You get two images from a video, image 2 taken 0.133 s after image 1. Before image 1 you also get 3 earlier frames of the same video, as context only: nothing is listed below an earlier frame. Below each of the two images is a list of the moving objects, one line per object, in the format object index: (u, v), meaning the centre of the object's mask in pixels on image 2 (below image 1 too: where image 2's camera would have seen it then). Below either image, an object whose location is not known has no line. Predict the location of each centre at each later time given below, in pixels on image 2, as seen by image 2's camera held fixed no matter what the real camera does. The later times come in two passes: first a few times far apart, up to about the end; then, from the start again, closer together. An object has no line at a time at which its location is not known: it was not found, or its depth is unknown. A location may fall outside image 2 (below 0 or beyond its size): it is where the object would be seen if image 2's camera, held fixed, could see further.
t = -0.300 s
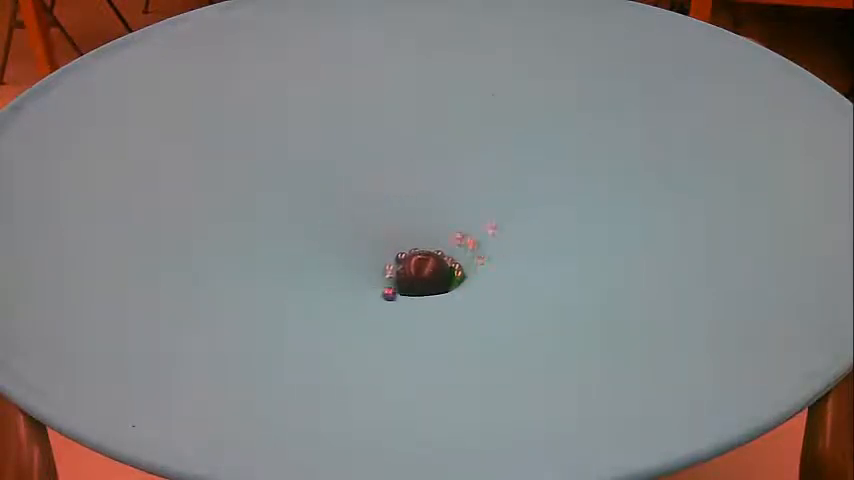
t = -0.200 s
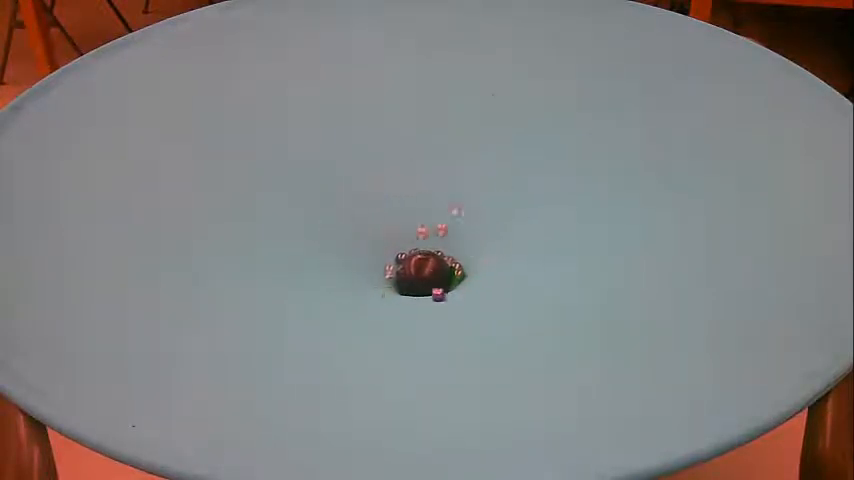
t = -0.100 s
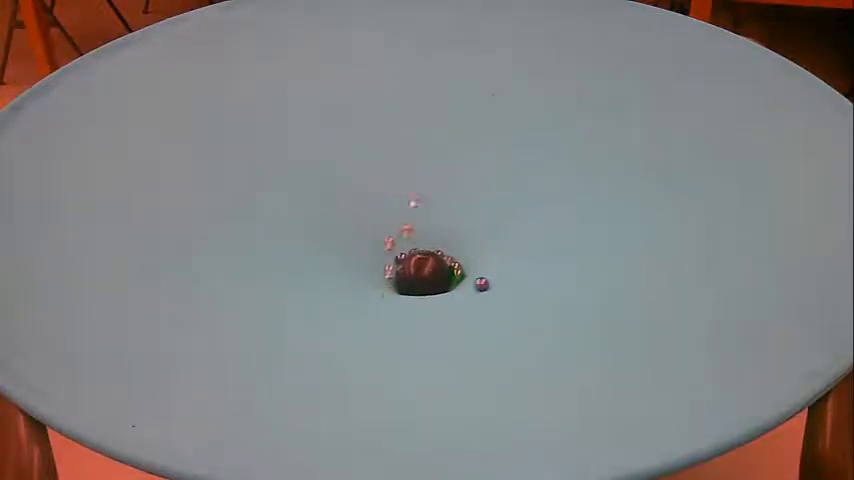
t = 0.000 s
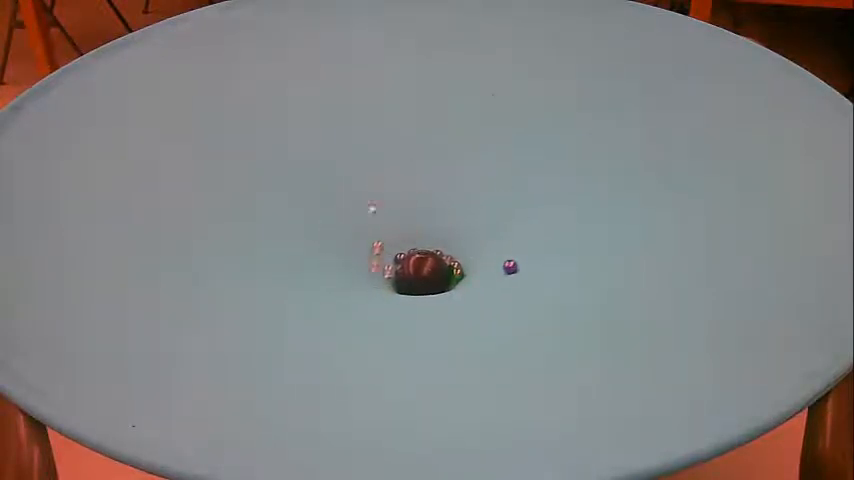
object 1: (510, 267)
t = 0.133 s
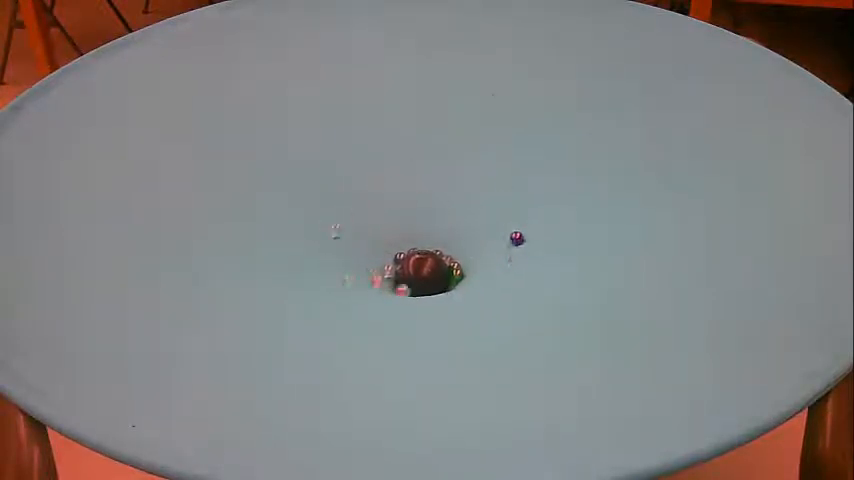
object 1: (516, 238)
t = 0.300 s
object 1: (471, 204)
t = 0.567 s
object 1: (361, 202)
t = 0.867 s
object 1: (342, 275)
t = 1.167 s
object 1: (473, 282)
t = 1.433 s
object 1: (494, 224)
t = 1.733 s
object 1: (385, 200)
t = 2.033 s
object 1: (348, 272)
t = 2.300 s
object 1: (461, 287)
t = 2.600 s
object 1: (492, 228)
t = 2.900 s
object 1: (380, 211)
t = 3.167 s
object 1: (352, 275)
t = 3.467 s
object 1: (471, 281)
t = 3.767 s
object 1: (465, 221)
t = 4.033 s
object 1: (365, 222)
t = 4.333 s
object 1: (385, 290)
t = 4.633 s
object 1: (491, 262)
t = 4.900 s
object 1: (431, 213)
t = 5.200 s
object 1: (352, 258)
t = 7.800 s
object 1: (405, 228)
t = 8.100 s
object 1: (384, 287)
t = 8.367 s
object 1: (474, 270)
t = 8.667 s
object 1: (401, 233)
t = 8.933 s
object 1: (387, 287)
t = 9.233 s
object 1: (473, 263)
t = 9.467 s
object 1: (407, 236)
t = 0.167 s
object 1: (511, 231)
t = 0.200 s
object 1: (504, 224)
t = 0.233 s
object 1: (495, 216)
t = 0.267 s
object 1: (483, 210)
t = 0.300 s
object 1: (471, 204)
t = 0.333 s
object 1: (458, 199)
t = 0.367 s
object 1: (443, 196)
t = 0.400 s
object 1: (429, 194)
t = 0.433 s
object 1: (414, 193)
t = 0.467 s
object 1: (400, 193)
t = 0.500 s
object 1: (386, 195)
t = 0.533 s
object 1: (374, 198)
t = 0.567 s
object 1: (361, 202)
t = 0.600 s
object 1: (350, 207)
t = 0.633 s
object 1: (342, 214)
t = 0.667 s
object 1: (334, 221)
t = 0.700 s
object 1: (328, 230)
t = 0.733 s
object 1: (326, 239)
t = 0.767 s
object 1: (325, 248)
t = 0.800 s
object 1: (328, 259)
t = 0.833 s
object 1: (333, 267)
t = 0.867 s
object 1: (342, 275)
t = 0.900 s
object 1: (353, 282)
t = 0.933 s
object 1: (366, 287)
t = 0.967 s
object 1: (380, 291)
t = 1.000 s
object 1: (395, 294)
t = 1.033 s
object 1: (412, 295)
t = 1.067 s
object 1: (429, 294)
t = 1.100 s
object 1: (445, 291)
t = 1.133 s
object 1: (461, 288)
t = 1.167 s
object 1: (473, 282)
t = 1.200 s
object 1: (484, 277)
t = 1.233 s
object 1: (494, 270)
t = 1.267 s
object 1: (501, 263)
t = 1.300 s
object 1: (505, 256)
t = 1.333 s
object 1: (507, 248)
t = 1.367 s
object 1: (505, 240)
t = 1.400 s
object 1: (501, 232)
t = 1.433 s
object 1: (494, 224)
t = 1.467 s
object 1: (485, 216)
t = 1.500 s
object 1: (475, 210)
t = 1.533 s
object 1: (463, 205)
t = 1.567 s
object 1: (450, 200)
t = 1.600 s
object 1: (437, 198)
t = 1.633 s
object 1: (424, 197)
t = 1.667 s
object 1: (410, 196)
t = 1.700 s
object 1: (397, 197)
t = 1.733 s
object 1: (385, 200)
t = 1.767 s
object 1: (373, 204)
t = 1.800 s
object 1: (363, 209)
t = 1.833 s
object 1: (354, 216)
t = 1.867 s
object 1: (347, 224)
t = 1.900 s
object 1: (342, 233)
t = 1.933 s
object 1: (339, 243)
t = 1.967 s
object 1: (339, 253)
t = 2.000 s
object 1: (341, 263)
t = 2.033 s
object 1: (348, 272)
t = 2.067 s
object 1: (357, 280)
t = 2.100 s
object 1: (369, 287)
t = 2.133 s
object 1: (384, 291)
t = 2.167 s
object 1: (397, 293)
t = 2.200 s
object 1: (413, 294)
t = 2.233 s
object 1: (430, 293)
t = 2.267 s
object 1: (446, 290)
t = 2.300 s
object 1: (461, 287)
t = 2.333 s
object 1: (473, 282)
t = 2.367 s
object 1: (484, 276)
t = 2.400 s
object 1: (493, 270)
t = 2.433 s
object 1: (500, 264)
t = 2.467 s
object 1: (503, 257)
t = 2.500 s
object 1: (505, 249)
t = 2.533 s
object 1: (503, 242)
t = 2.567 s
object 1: (499, 235)
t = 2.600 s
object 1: (492, 228)
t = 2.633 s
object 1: (483, 221)
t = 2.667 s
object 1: (472, 215)
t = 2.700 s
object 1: (460, 210)
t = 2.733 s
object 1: (446, 207)
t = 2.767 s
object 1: (433, 205)
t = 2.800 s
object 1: (419, 204)
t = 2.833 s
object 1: (405, 205)
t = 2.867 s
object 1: (392, 207)
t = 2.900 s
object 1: (380, 211)
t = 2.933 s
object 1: (369, 216)
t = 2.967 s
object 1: (359, 222)
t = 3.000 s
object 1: (351, 231)
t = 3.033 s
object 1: (346, 239)
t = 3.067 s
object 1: (343, 248)
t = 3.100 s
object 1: (343, 258)
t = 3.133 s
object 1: (346, 267)
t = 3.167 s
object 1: (352, 275)
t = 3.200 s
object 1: (361, 282)
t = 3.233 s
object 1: (373, 287)
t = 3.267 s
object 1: (386, 292)
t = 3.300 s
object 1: (401, 294)
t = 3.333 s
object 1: (417, 294)
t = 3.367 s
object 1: (431, 292)
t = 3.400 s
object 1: (447, 290)
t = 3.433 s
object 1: (460, 286)
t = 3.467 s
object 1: (471, 281)
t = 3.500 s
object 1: (481, 276)
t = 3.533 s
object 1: (488, 270)
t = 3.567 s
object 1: (494, 264)
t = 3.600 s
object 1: (496, 257)
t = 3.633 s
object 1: (496, 250)
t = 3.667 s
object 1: (492, 242)
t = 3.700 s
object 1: (485, 235)
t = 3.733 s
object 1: (476, 228)
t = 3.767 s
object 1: (465, 221)
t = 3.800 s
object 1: (453, 216)
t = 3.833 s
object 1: (439, 213)
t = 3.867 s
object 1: (425, 210)
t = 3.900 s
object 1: (412, 210)
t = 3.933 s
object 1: (399, 211)
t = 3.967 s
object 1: (387, 213)
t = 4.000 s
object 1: (375, 217)
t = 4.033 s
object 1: (365, 222)
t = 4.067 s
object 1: (357, 229)
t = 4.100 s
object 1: (351, 236)
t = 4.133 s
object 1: (347, 245)
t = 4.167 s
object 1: (346, 254)
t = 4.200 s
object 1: (347, 263)
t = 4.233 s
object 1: (352, 272)
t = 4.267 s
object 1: (361, 280)
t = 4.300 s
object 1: (372, 286)
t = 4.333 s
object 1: (385, 290)
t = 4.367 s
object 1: (400, 292)
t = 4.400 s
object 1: (414, 293)
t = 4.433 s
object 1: (430, 292)
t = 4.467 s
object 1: (444, 290)
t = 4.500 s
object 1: (458, 286)
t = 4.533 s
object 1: (470, 280)
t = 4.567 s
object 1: (479, 275)
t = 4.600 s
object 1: (486, 269)
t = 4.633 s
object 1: (491, 262)
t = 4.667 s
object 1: (492, 255)
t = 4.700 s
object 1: (490, 248)
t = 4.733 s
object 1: (486, 240)
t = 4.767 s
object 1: (478, 233)
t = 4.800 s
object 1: (468, 226)
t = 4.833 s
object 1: (456, 220)
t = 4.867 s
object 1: (444, 216)
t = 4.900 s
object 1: (431, 213)
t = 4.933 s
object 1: (418, 213)
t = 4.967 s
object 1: (405, 214)
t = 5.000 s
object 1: (393, 216)
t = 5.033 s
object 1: (381, 219)
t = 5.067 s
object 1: (371, 225)
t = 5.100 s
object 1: (363, 231)
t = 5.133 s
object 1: (357, 240)
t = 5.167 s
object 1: (353, 249)
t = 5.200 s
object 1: (352, 258)
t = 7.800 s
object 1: (405, 228)
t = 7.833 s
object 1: (393, 231)
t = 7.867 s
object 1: (383, 235)
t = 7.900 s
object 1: (375, 241)
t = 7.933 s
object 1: (368, 248)
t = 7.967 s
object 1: (365, 256)
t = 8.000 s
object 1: (365, 265)
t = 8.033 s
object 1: (368, 274)
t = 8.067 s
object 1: (375, 281)
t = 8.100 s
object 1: (384, 287)
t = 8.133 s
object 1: (396, 291)
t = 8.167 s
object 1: (410, 291)
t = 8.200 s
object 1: (424, 291)
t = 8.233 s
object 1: (439, 290)
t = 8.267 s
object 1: (450, 286)
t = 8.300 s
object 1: (461, 281)
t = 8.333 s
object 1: (470, 277)
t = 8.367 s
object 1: (474, 270)
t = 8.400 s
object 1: (476, 264)
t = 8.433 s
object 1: (475, 256)
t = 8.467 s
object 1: (469, 249)
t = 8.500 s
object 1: (461, 243)
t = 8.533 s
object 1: (450, 237)
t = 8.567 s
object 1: (438, 233)
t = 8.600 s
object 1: (426, 231)
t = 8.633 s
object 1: (413, 231)
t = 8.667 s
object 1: (401, 233)
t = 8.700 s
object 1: (390, 237)
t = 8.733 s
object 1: (381, 242)
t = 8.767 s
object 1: (374, 249)
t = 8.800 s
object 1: (370, 257)
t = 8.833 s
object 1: (369, 266)
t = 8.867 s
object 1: (371, 274)
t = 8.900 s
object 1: (377, 282)
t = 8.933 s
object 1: (387, 287)
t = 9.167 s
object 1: (468, 276)
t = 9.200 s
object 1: (473, 270)
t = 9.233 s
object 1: (473, 263)
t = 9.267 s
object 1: (471, 256)
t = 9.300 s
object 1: (464, 249)
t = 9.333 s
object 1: (455, 243)
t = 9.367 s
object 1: (443, 239)
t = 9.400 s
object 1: (431, 235)
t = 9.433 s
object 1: (419, 235)
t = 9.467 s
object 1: (407, 236)
